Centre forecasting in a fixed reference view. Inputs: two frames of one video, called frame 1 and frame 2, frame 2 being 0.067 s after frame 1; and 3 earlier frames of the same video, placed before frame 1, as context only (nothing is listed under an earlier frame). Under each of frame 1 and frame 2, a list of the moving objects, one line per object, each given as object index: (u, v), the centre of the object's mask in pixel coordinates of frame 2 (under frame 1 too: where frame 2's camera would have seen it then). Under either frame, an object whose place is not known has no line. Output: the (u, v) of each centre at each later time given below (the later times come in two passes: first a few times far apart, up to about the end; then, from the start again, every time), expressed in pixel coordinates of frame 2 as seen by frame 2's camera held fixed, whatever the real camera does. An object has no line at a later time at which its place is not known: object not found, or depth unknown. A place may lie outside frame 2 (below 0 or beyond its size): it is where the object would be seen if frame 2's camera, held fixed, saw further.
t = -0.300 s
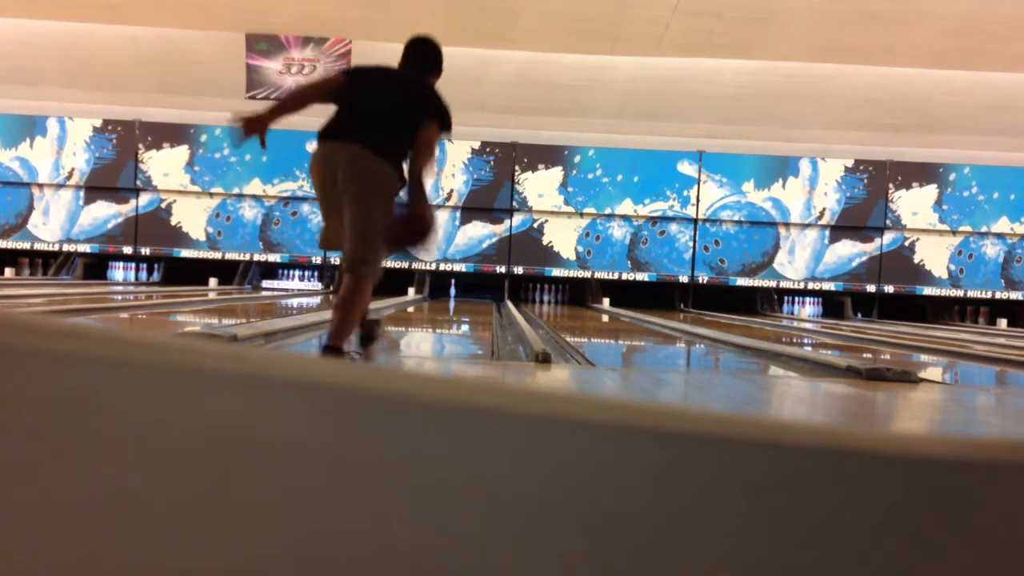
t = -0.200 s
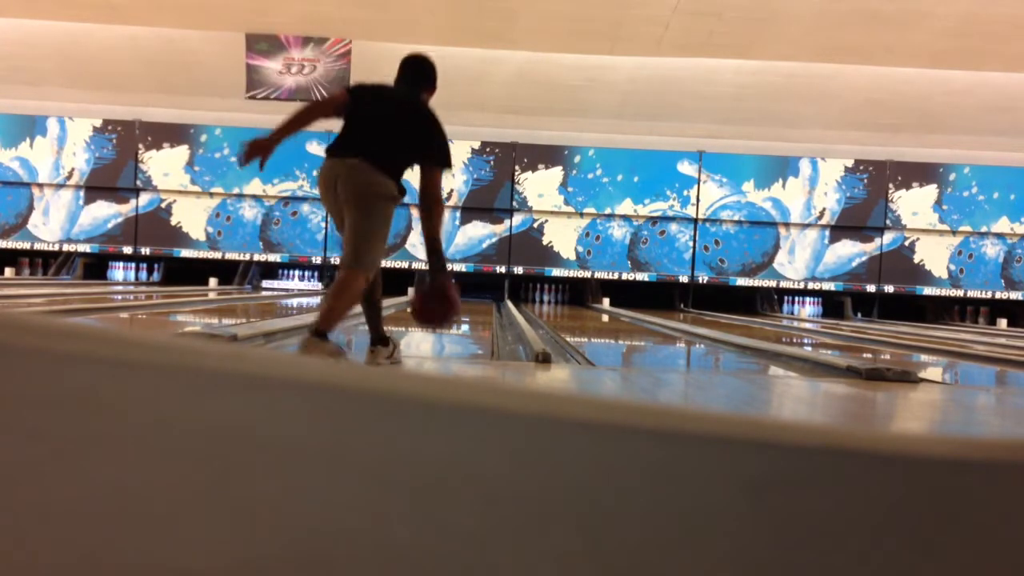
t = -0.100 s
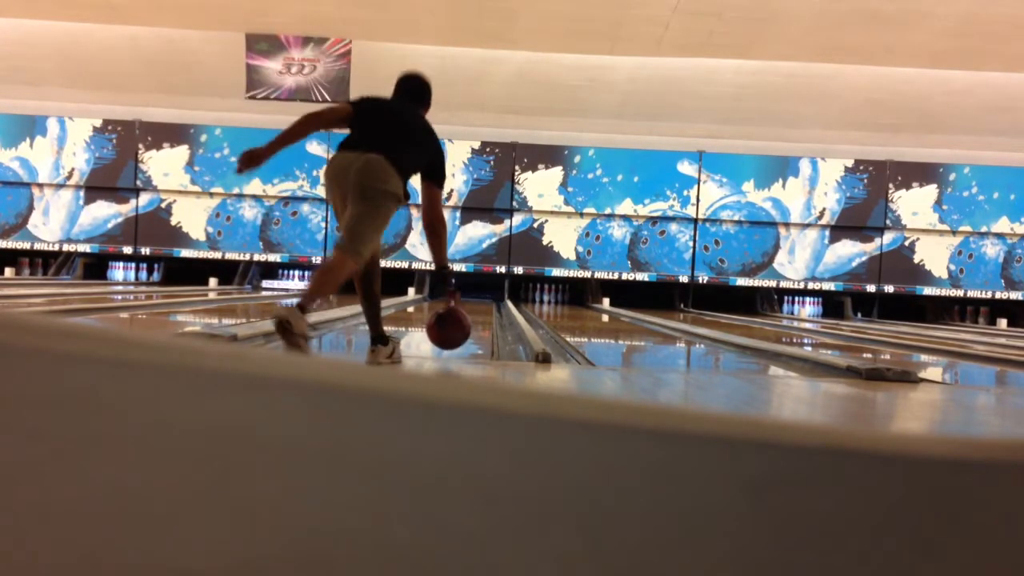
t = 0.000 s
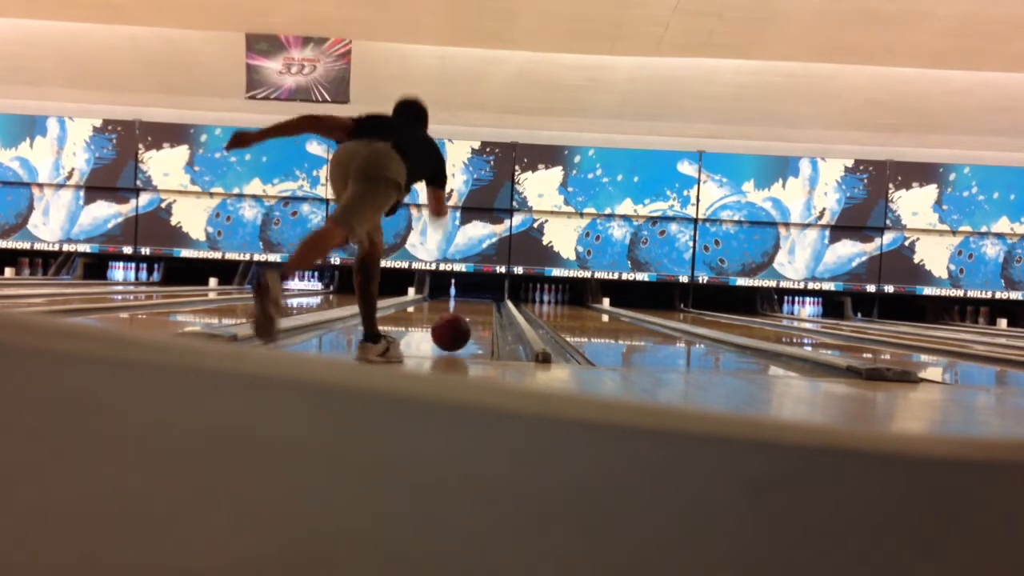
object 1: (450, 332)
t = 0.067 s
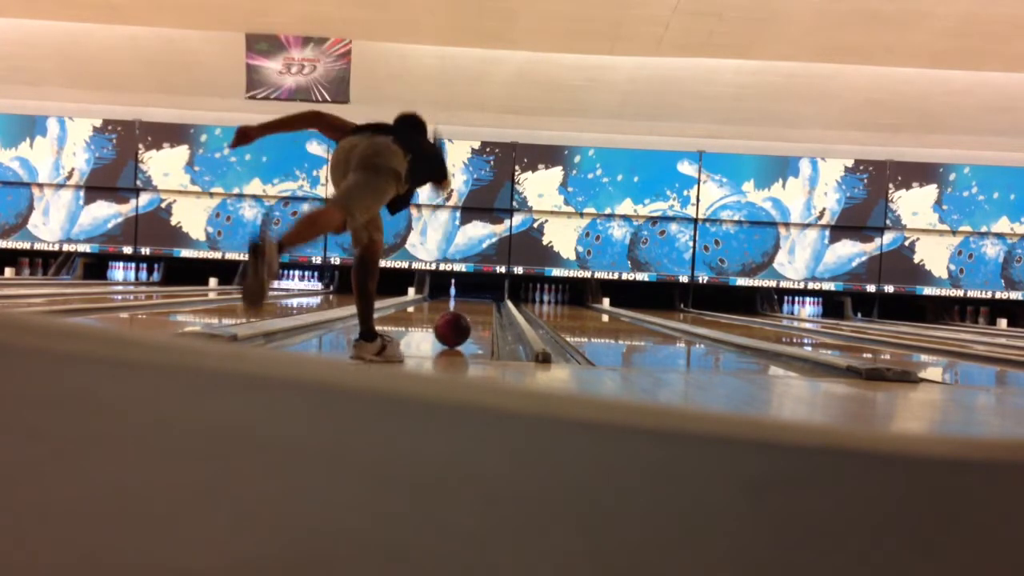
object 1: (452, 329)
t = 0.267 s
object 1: (455, 319)
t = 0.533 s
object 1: (457, 312)
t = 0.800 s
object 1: (457, 306)
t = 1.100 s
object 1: (458, 302)
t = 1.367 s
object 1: (458, 299)
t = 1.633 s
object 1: (459, 298)
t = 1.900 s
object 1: (458, 296)
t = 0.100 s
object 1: (452, 327)
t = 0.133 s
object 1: (453, 326)
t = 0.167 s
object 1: (453, 324)
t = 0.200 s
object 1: (454, 322)
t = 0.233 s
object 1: (455, 321)
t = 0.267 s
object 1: (455, 319)
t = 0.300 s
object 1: (456, 318)
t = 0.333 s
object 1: (456, 317)
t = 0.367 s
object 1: (456, 316)
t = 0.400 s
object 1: (456, 315)
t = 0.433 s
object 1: (456, 314)
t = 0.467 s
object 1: (456, 313)
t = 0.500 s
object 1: (457, 312)
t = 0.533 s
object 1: (457, 312)
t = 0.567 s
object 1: (457, 310)
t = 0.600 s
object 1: (458, 310)
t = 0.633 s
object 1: (457, 309)
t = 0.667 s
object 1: (457, 309)
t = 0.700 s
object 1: (457, 308)
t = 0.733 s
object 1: (457, 307)
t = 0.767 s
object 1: (457, 307)
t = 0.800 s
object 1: (457, 306)
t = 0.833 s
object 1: (458, 306)
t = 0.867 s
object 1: (458, 305)
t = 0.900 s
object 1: (458, 305)
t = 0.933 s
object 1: (458, 304)
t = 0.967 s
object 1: (458, 304)
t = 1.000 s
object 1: (458, 303)
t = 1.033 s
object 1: (458, 303)
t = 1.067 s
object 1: (458, 303)
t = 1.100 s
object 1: (458, 302)
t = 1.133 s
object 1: (458, 302)
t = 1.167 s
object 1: (458, 302)
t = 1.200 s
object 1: (459, 301)
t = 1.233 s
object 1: (459, 301)
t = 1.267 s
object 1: (459, 301)
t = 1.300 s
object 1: (459, 301)
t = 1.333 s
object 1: (458, 300)
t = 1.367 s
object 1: (458, 299)
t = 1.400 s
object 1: (458, 299)
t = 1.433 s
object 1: (458, 299)
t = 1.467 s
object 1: (458, 299)
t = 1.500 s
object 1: (458, 298)
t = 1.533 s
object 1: (458, 298)
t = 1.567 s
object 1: (459, 298)
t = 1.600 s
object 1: (459, 298)
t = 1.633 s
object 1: (459, 298)
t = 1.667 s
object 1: (458, 297)
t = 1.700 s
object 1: (458, 297)
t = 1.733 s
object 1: (458, 297)
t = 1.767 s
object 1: (457, 297)
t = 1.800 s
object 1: (457, 297)
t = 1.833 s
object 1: (458, 296)
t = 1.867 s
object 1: (458, 297)
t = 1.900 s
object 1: (458, 296)
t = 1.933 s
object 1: (457, 296)
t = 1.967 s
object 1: (457, 295)
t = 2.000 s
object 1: (456, 295)
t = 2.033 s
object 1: (456, 295)
